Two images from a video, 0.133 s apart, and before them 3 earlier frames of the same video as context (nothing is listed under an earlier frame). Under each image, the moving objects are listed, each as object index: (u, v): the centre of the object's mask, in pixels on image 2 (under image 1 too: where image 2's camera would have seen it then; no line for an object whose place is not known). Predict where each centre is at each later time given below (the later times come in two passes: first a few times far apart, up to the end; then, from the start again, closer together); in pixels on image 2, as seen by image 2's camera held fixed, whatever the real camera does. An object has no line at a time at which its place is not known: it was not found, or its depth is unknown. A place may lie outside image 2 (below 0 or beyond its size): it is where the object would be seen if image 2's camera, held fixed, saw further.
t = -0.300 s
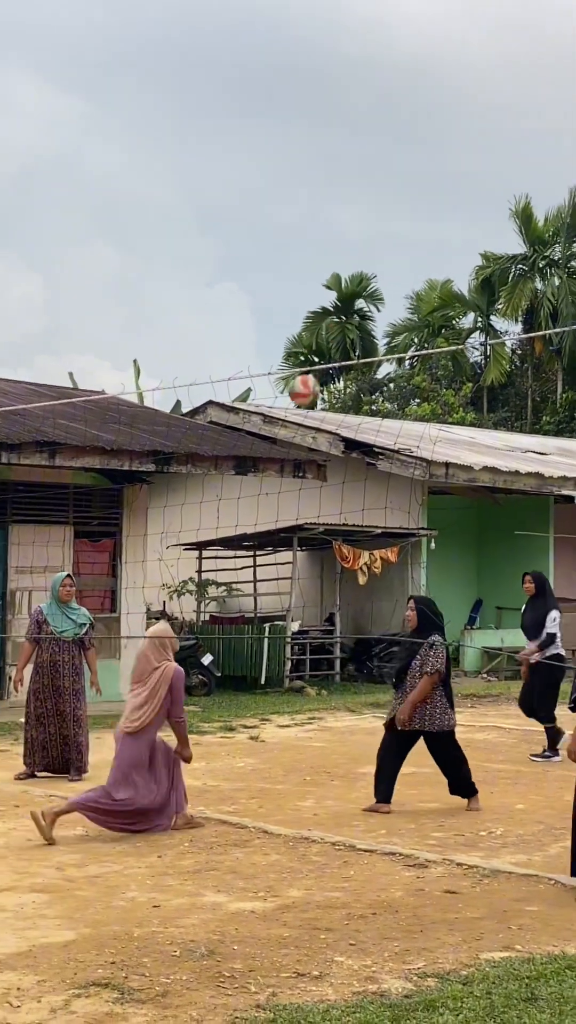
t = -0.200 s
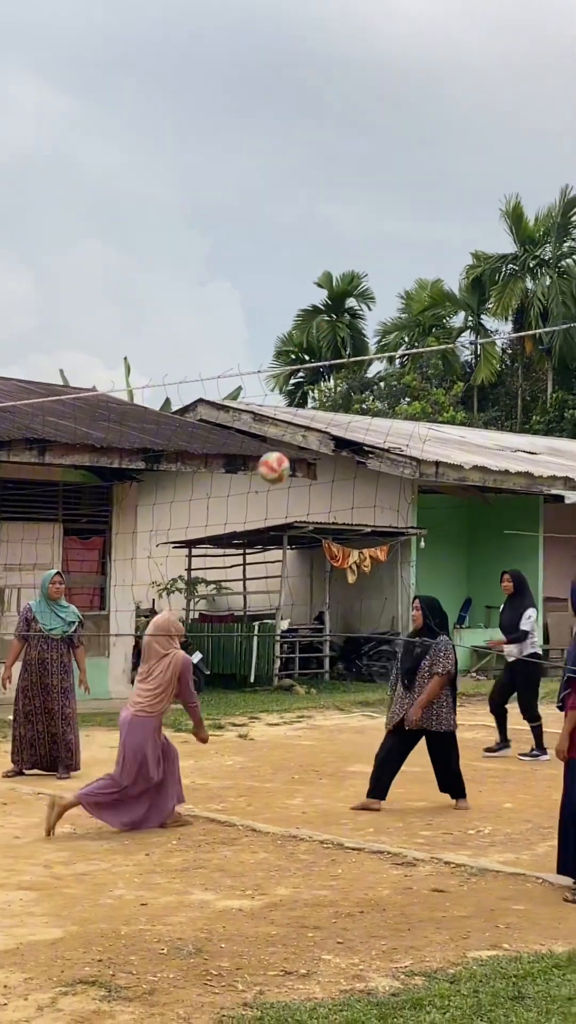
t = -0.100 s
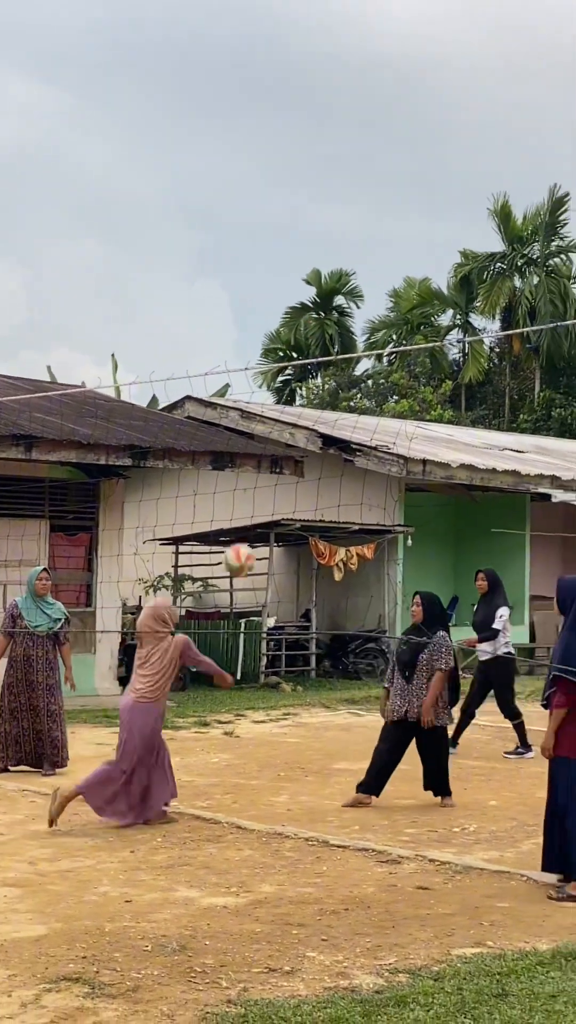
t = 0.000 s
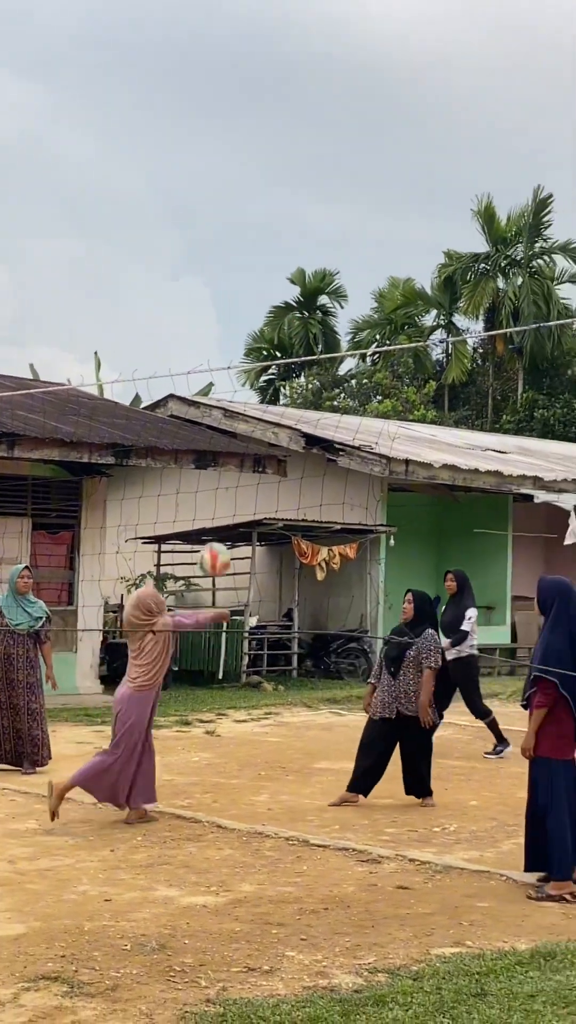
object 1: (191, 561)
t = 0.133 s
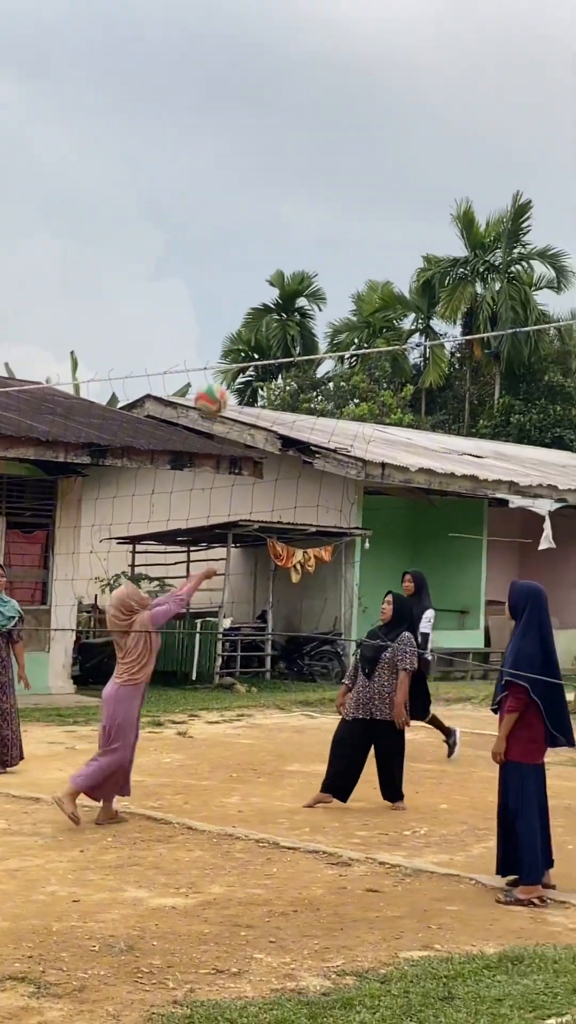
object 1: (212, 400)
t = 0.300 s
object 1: (235, 238)
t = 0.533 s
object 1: (267, 82)
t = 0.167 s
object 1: (216, 364)
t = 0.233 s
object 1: (225, 298)
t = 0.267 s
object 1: (230, 266)
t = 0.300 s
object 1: (235, 238)
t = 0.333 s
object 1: (239, 210)
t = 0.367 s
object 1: (244, 184)
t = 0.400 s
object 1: (248, 160)
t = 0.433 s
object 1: (253, 138)
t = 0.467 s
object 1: (257, 118)
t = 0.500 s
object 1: (262, 99)
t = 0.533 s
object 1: (267, 82)
